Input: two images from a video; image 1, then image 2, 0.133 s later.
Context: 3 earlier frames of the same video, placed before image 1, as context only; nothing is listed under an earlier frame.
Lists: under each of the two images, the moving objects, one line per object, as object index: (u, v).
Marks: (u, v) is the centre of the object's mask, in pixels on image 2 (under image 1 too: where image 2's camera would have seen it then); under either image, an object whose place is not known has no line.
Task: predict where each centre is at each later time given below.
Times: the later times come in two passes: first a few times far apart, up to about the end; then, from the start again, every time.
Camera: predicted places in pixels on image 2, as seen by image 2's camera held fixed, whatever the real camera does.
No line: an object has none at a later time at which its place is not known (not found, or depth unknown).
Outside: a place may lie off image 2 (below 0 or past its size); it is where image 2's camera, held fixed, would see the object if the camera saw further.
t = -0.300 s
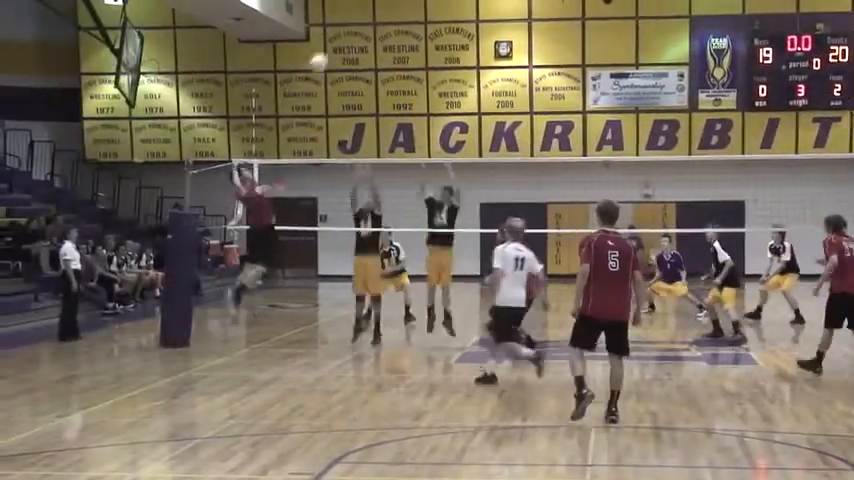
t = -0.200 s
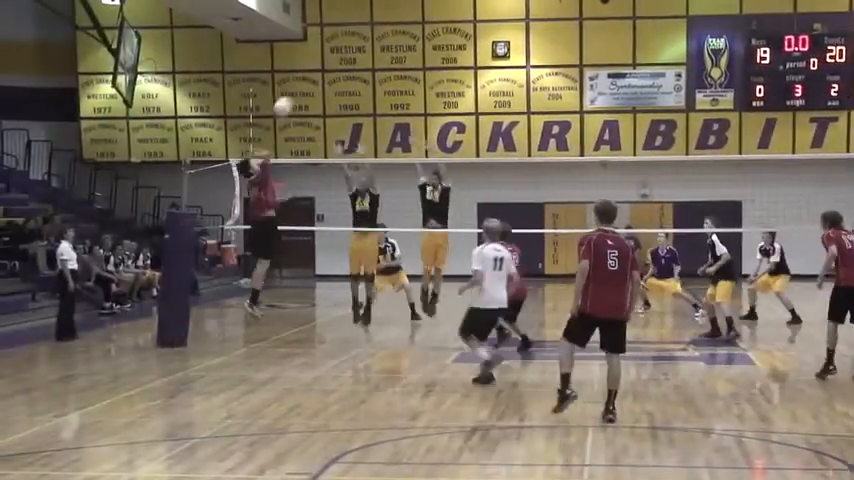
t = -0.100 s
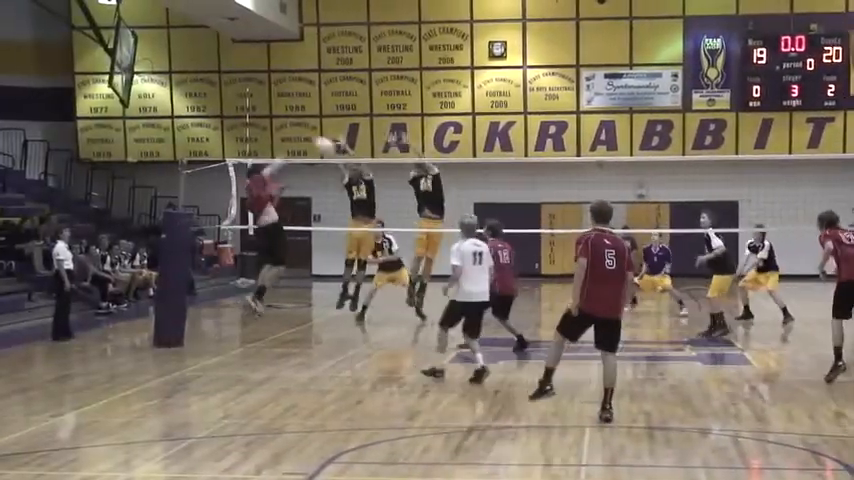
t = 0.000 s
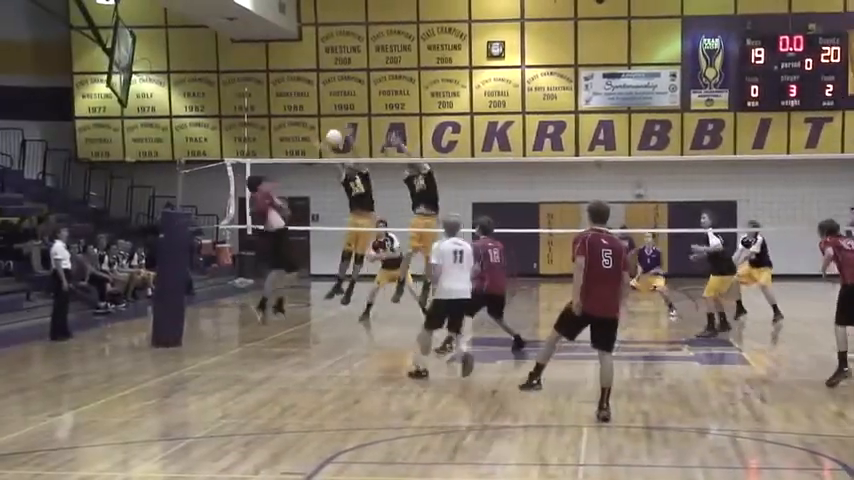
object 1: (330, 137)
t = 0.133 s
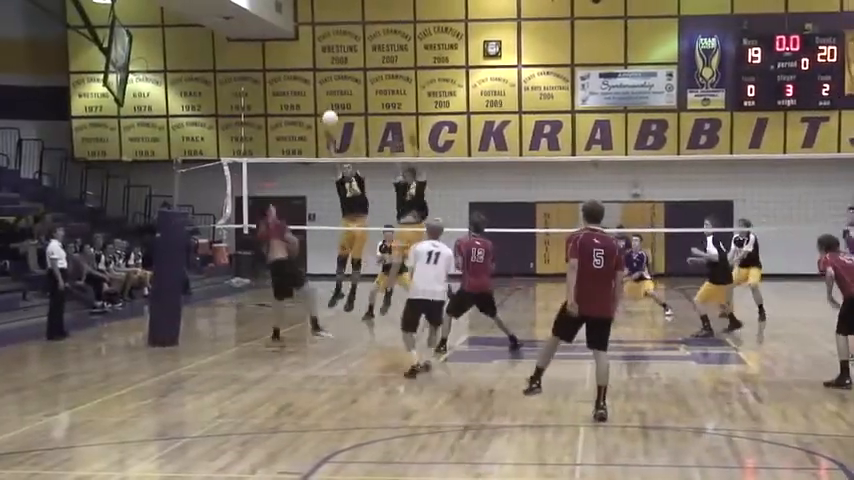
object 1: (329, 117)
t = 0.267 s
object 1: (330, 109)
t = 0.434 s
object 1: (330, 115)
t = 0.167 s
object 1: (329, 114)
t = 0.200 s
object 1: (330, 111)
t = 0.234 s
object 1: (330, 110)
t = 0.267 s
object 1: (330, 109)
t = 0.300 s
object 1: (330, 110)
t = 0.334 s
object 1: (330, 110)
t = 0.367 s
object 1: (330, 110)
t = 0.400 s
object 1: (330, 113)
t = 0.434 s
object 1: (330, 115)
